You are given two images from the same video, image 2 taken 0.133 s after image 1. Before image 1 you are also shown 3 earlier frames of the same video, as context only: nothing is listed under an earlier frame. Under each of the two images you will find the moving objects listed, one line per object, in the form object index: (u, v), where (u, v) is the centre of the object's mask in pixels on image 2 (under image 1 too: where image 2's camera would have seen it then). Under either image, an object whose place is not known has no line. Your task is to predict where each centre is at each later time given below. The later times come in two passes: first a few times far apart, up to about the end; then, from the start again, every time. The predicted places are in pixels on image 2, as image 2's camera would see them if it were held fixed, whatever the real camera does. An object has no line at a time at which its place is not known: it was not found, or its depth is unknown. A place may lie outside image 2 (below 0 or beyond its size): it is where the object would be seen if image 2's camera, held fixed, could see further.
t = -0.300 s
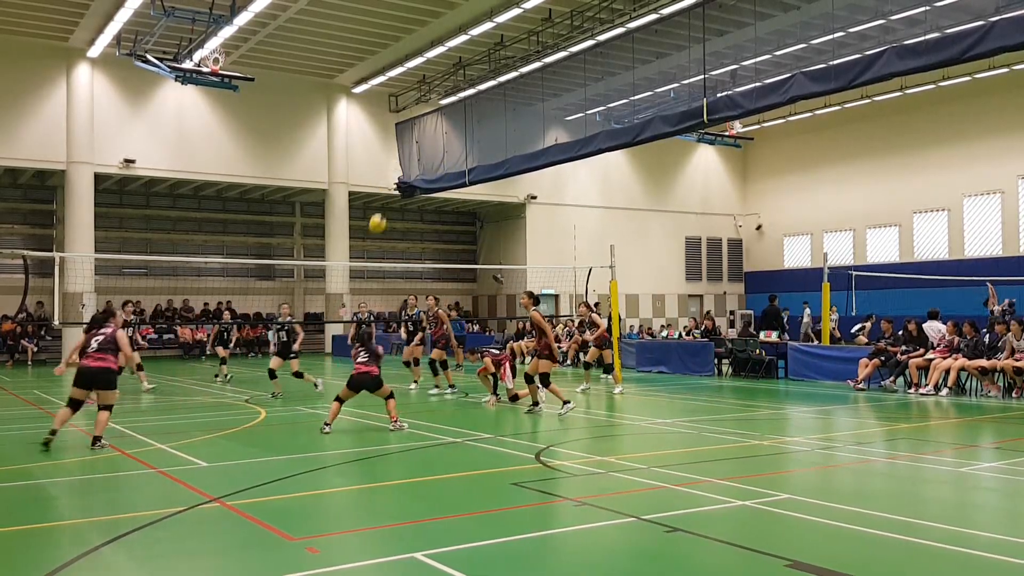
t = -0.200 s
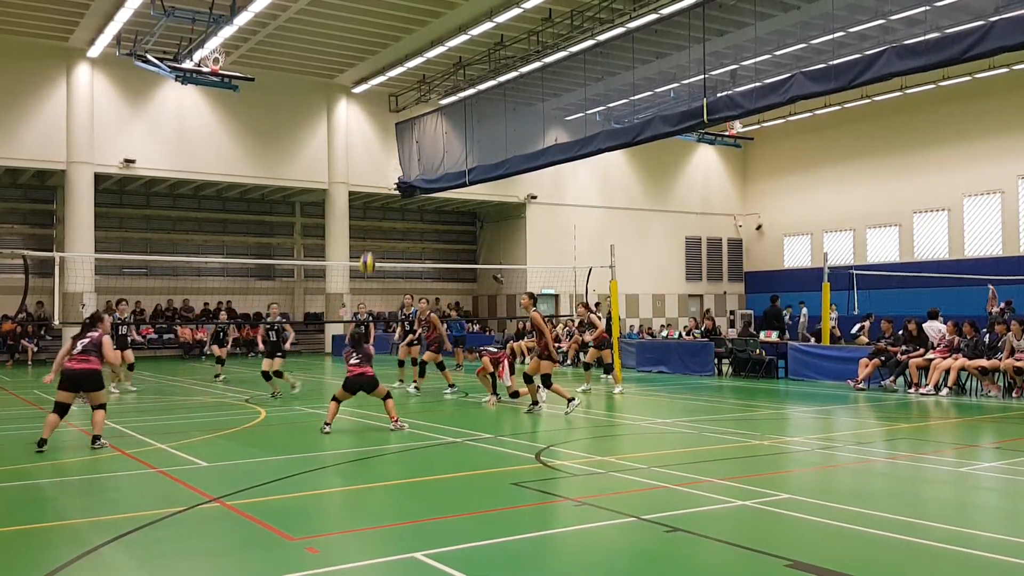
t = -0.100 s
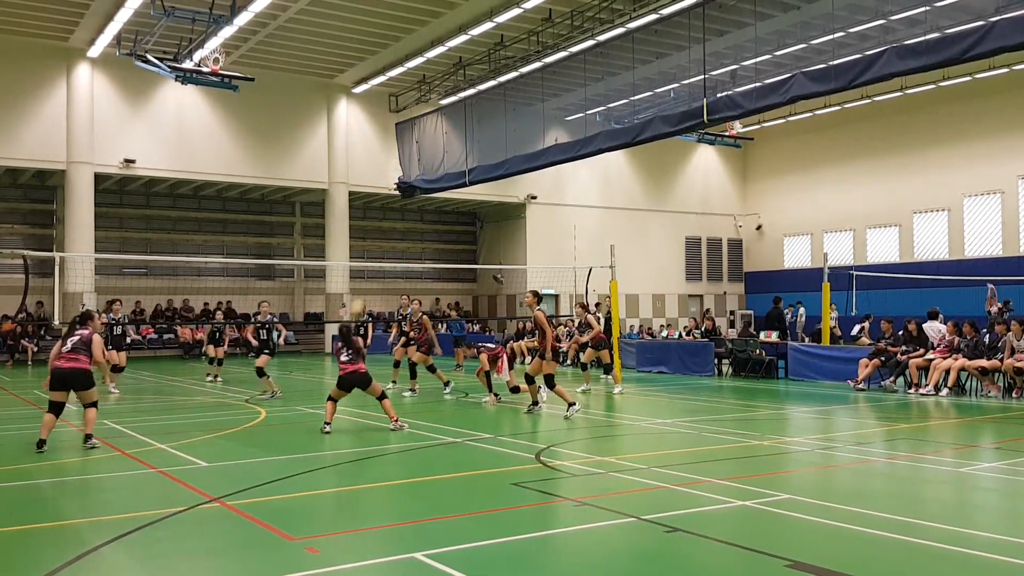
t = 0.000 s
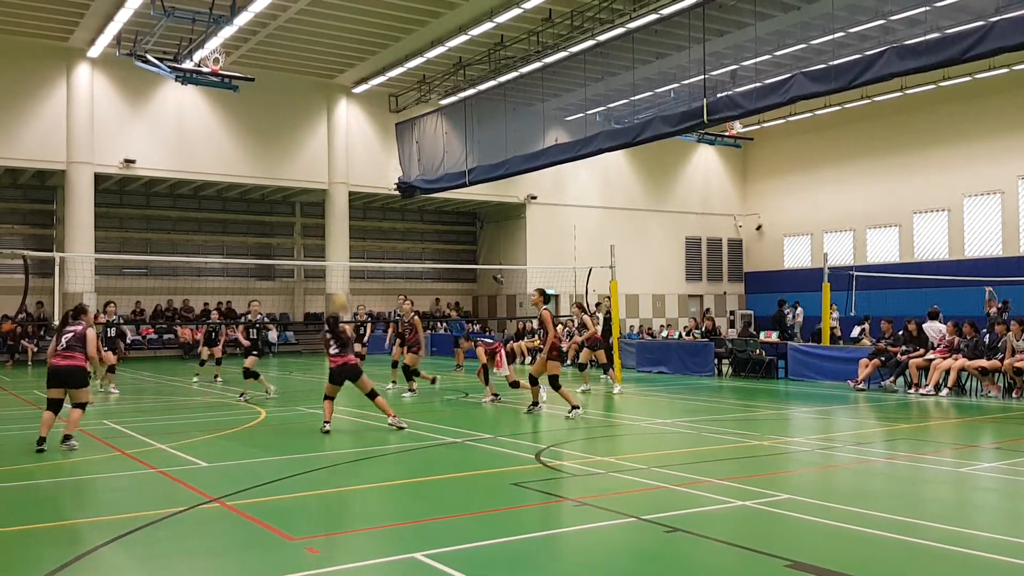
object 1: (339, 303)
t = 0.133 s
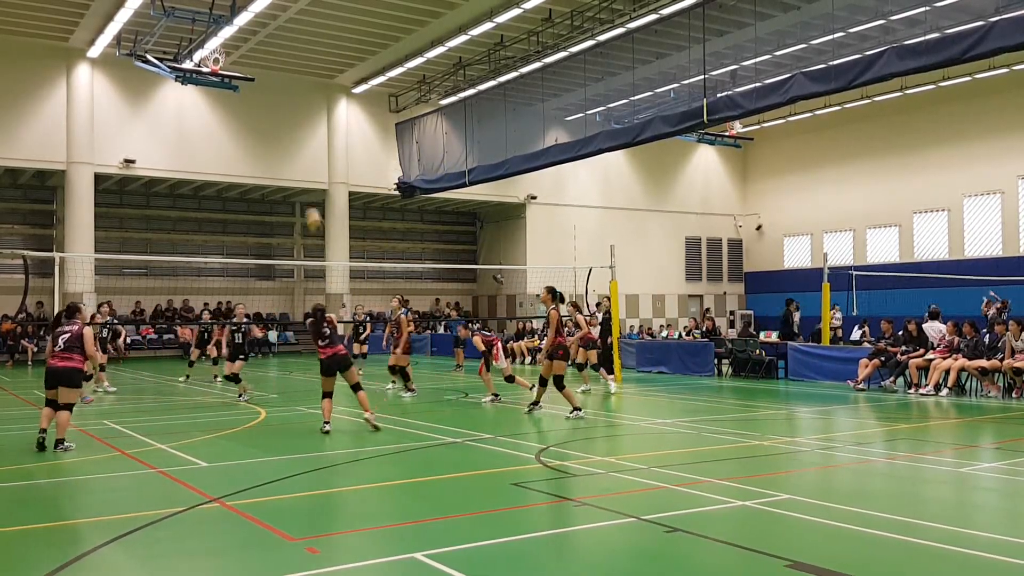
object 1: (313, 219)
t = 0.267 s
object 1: (288, 154)
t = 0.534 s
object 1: (242, 72)
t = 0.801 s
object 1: (199, 49)
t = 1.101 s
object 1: (157, 87)
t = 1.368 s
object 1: (123, 172)
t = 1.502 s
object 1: (107, 230)
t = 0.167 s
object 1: (306, 202)
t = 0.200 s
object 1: (302, 187)
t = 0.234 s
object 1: (295, 170)
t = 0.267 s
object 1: (288, 154)
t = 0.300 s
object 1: (283, 140)
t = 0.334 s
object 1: (277, 127)
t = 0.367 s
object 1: (272, 116)
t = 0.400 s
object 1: (265, 104)
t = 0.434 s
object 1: (259, 94)
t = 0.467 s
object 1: (254, 87)
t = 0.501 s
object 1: (248, 79)
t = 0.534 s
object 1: (242, 72)
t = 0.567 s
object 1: (237, 65)
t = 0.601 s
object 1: (231, 61)
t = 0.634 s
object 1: (226, 57)
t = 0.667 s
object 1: (221, 54)
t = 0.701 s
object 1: (217, 53)
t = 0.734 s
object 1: (210, 50)
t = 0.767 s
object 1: (205, 48)
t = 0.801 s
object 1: (199, 49)
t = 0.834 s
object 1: (195, 50)
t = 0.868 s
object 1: (190, 52)
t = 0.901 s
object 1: (185, 54)
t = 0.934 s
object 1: (181, 57)
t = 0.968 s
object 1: (176, 61)
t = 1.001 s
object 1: (170, 66)
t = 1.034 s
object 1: (167, 73)
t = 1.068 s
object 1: (162, 80)
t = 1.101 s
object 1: (157, 87)
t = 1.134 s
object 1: (153, 95)
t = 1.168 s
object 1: (148, 105)
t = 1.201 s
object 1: (144, 114)
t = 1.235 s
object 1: (140, 125)
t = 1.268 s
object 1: (135, 136)
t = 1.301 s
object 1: (131, 147)
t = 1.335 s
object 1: (127, 161)
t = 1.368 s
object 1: (123, 172)
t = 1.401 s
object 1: (119, 186)
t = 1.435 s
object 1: (115, 200)
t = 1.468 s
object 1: (111, 215)
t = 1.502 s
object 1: (107, 230)
